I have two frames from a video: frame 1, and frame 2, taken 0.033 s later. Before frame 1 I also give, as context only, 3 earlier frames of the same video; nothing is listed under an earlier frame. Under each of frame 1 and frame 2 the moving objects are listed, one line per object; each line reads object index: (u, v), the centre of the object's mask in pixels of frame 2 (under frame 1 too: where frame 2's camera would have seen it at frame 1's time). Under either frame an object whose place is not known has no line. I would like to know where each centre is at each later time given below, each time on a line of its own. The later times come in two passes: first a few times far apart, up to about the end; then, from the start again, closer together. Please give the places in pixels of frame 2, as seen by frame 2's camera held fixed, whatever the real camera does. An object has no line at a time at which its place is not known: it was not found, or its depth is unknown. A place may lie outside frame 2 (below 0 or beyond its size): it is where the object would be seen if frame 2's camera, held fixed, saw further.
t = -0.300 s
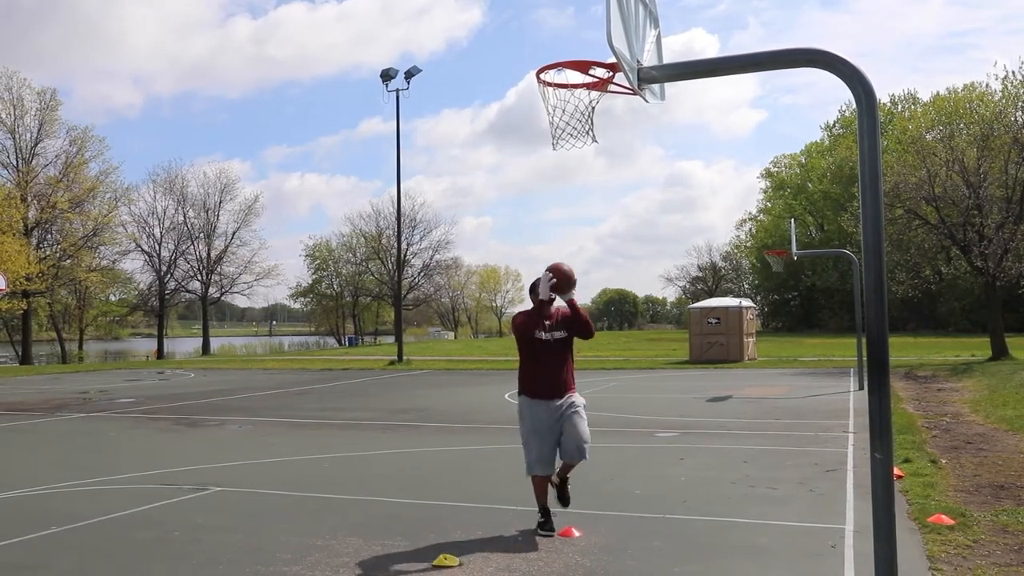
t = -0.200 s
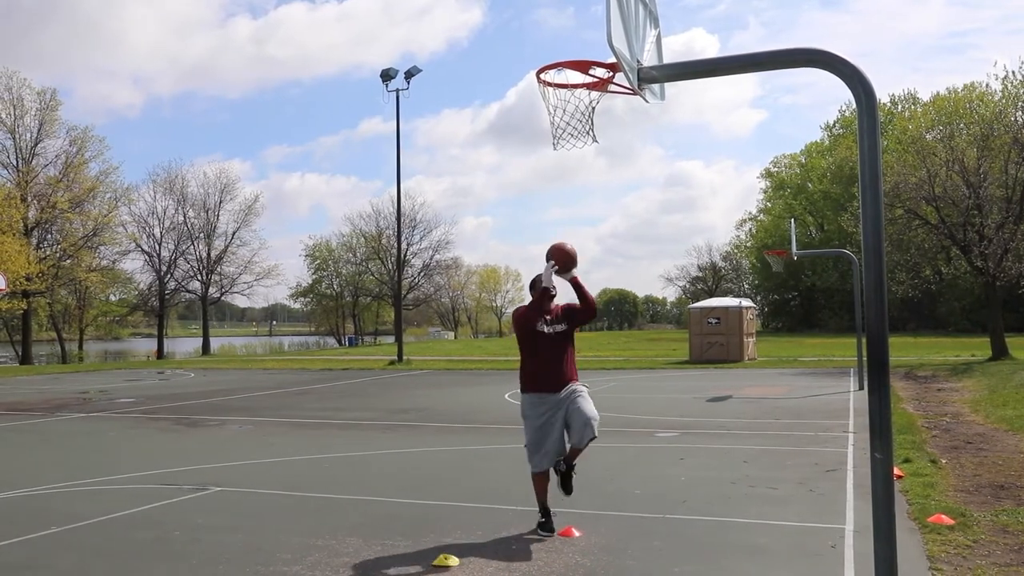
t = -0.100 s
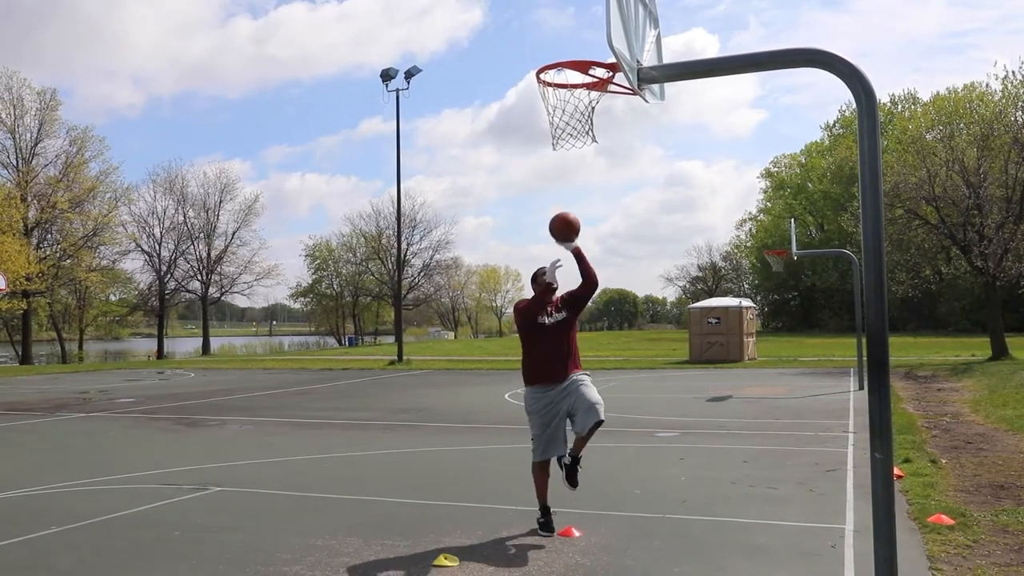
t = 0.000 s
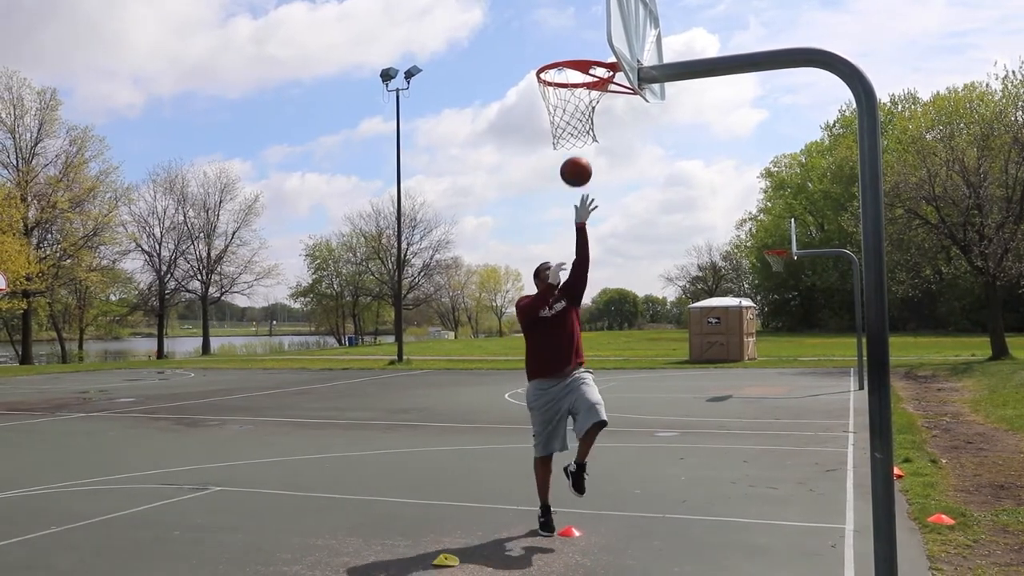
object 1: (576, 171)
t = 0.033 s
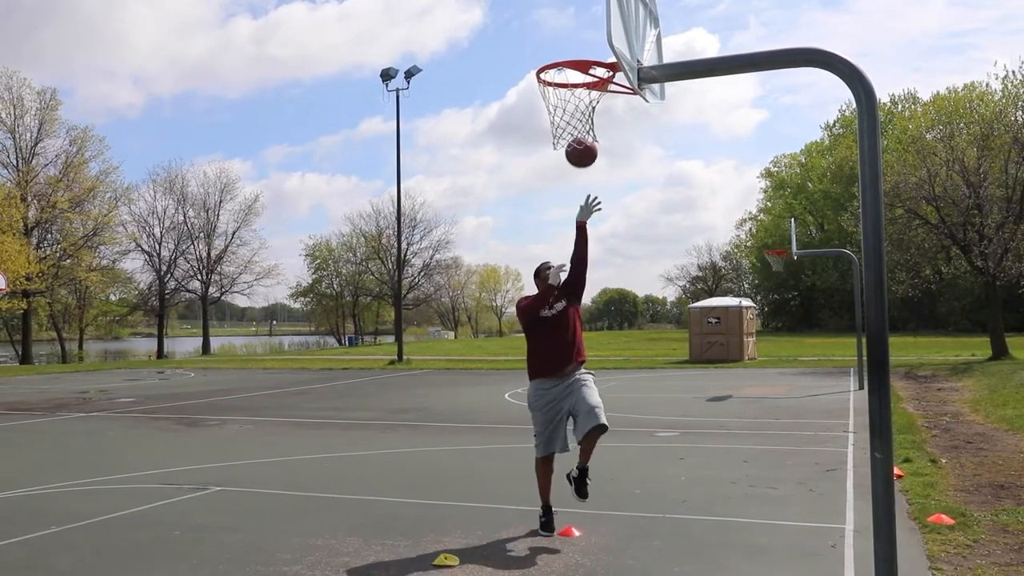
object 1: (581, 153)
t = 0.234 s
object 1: (610, 65)
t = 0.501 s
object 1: (593, 51)
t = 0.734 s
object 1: (555, 51)
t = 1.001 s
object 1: (563, 57)
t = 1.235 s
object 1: (591, 103)
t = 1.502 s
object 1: (595, 199)
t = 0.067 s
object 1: (586, 135)
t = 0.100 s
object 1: (592, 117)
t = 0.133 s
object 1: (597, 103)
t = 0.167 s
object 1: (603, 87)
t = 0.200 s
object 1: (610, 72)
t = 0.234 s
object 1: (610, 65)
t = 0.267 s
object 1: (609, 54)
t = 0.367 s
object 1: (607, 43)
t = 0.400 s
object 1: (604, 43)
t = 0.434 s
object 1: (601, 45)
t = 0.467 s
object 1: (597, 47)
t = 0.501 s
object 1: (593, 51)
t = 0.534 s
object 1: (585, 59)
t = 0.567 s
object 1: (580, 57)
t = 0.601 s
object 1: (576, 50)
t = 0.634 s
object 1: (571, 49)
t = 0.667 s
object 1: (566, 49)
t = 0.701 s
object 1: (561, 50)
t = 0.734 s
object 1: (555, 51)
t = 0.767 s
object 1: (551, 59)
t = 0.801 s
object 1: (550, 57)
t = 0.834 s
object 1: (552, 51)
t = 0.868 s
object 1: (554, 49)
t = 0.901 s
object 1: (556, 48)
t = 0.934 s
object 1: (559, 48)
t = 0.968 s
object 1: (561, 50)
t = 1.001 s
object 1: (563, 57)
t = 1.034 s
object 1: (566, 58)
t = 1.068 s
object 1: (570, 59)
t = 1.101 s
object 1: (573, 71)
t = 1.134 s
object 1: (578, 81)
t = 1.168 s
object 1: (583, 84)
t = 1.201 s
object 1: (587, 93)
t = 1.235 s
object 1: (591, 103)
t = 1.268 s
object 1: (594, 113)
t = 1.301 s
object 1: (595, 121)
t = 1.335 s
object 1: (594, 130)
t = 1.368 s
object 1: (594, 140)
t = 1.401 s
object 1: (595, 153)
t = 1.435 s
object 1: (594, 166)
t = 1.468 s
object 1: (595, 182)
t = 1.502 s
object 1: (595, 199)
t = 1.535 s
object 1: (595, 218)
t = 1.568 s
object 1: (595, 239)
